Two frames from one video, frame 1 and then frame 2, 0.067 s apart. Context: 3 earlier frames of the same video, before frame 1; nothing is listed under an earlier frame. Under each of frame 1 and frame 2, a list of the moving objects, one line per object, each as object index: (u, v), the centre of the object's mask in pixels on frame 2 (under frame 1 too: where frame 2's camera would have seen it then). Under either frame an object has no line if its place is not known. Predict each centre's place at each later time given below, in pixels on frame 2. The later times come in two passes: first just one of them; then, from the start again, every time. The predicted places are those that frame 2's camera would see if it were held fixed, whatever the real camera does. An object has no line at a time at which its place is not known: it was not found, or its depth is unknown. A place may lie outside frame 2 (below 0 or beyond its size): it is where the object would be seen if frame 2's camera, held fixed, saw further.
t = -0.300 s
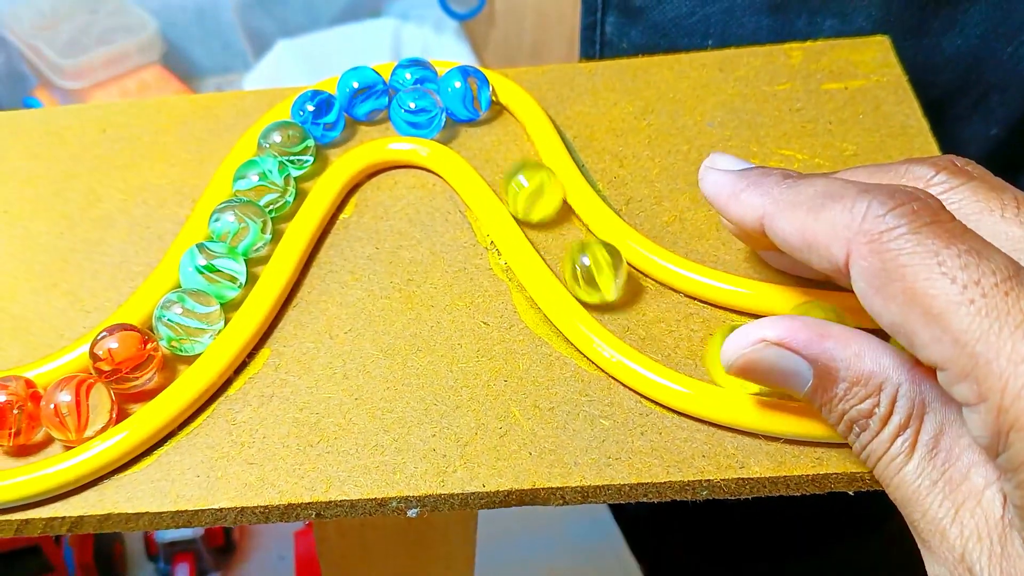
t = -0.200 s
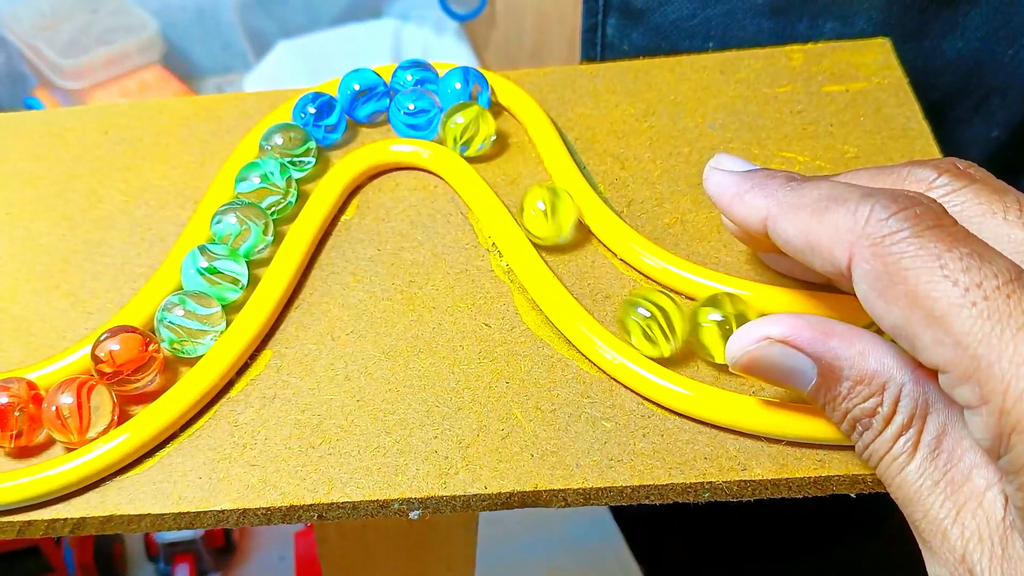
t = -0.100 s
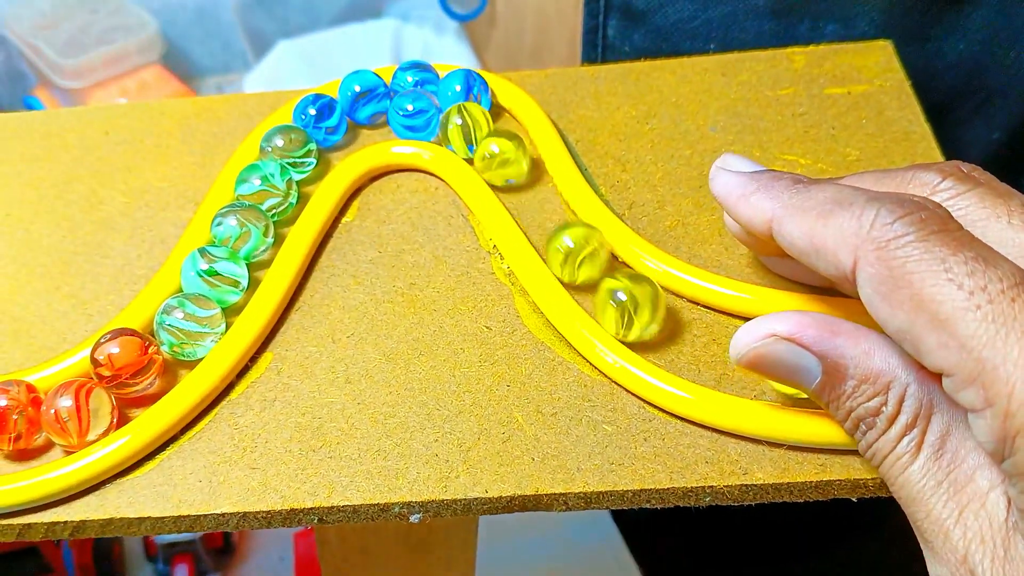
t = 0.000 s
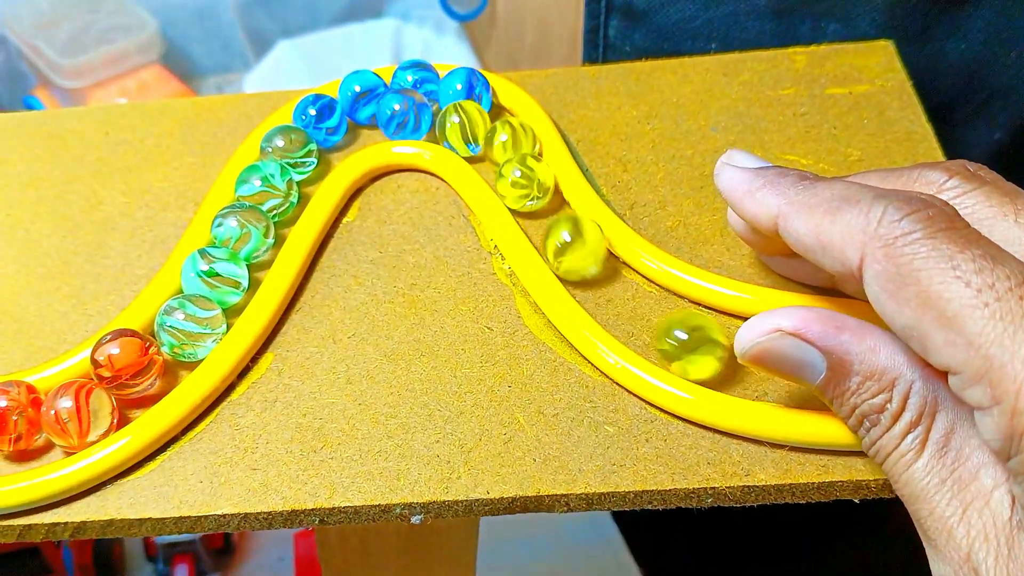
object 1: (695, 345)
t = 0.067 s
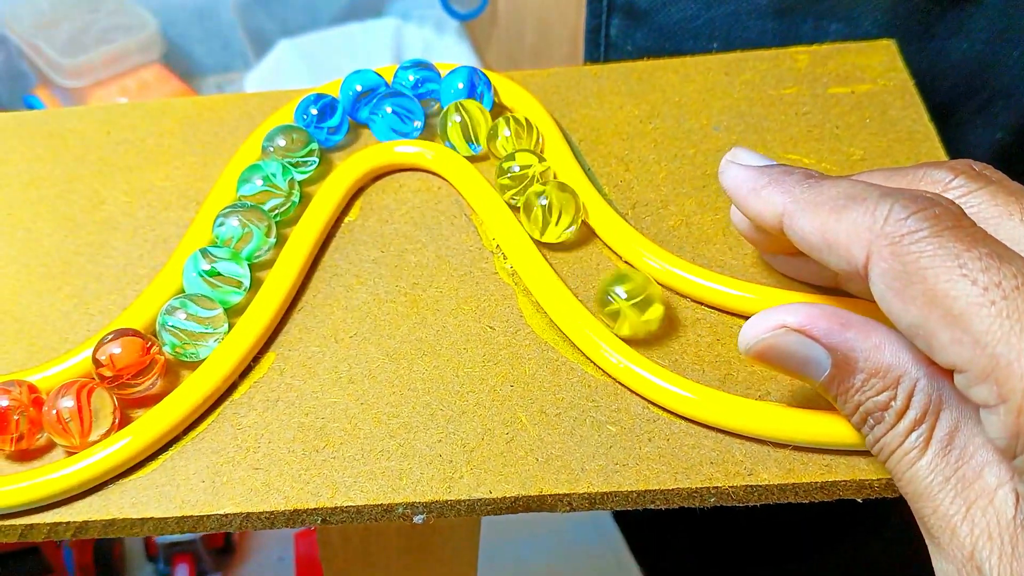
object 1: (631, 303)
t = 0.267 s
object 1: (578, 250)
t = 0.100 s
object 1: (603, 279)
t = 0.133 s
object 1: (581, 252)
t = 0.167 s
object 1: (579, 250)
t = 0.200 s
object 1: (578, 250)
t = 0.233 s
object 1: (578, 250)
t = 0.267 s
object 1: (578, 250)
